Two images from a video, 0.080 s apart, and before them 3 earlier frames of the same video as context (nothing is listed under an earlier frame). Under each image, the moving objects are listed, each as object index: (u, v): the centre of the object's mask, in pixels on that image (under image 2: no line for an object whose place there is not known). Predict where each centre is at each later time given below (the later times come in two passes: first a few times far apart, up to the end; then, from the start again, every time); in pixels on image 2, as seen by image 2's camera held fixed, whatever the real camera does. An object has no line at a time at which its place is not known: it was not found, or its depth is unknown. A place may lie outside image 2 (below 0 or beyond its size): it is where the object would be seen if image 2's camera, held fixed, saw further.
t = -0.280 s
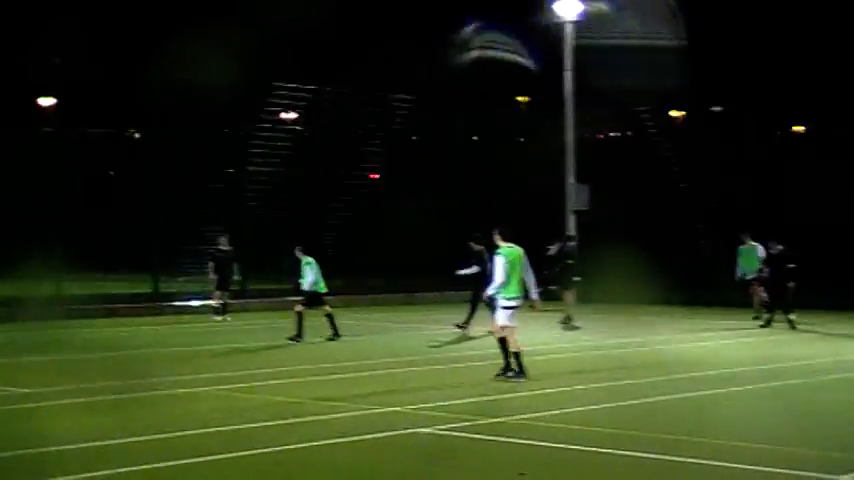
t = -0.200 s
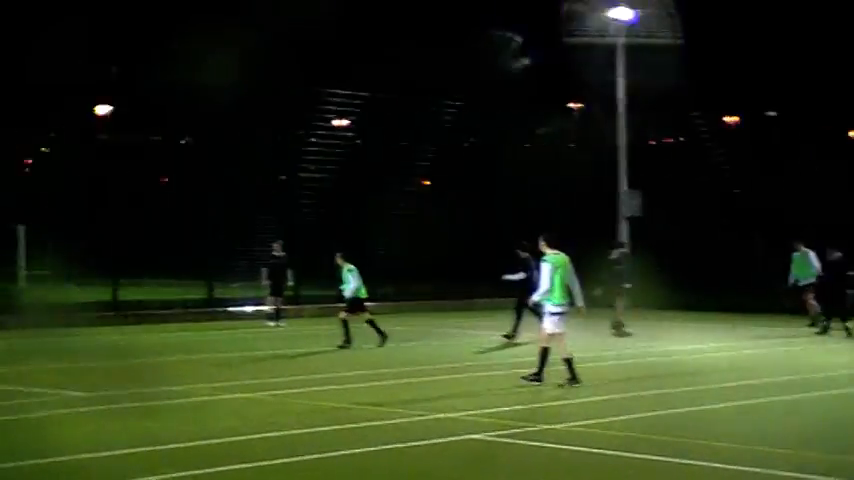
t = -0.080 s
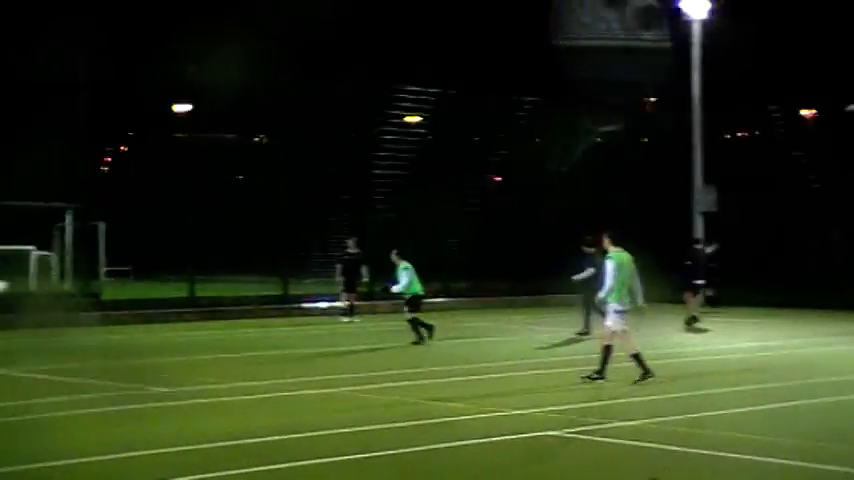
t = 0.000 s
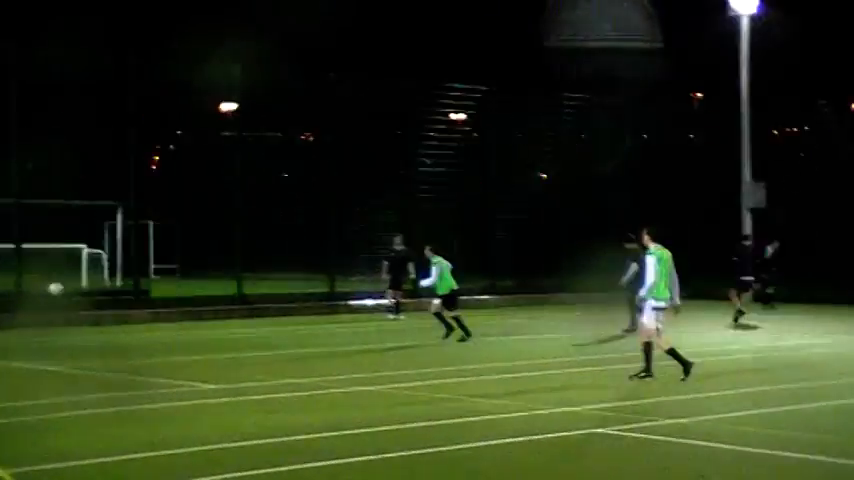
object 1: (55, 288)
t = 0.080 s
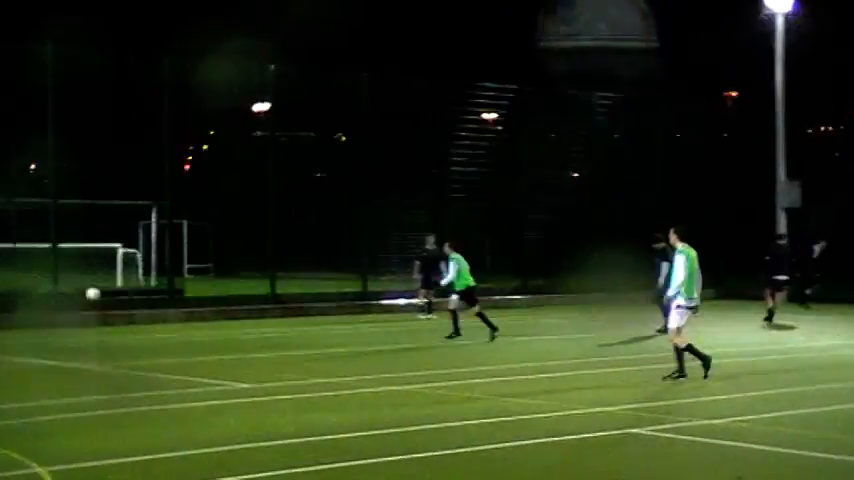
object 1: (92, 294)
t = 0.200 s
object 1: (95, 310)
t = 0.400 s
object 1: (97, 321)
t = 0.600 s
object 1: (96, 308)
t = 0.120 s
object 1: (93, 298)
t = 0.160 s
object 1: (94, 304)
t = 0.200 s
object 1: (95, 310)
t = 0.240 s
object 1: (95, 318)
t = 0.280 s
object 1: (96, 325)
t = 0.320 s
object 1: (97, 333)
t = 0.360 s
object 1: (97, 327)
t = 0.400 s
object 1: (97, 321)
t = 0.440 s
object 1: (97, 318)
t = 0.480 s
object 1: (96, 314)
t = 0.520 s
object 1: (96, 311)
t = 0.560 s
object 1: (96, 309)
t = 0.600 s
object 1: (96, 308)
